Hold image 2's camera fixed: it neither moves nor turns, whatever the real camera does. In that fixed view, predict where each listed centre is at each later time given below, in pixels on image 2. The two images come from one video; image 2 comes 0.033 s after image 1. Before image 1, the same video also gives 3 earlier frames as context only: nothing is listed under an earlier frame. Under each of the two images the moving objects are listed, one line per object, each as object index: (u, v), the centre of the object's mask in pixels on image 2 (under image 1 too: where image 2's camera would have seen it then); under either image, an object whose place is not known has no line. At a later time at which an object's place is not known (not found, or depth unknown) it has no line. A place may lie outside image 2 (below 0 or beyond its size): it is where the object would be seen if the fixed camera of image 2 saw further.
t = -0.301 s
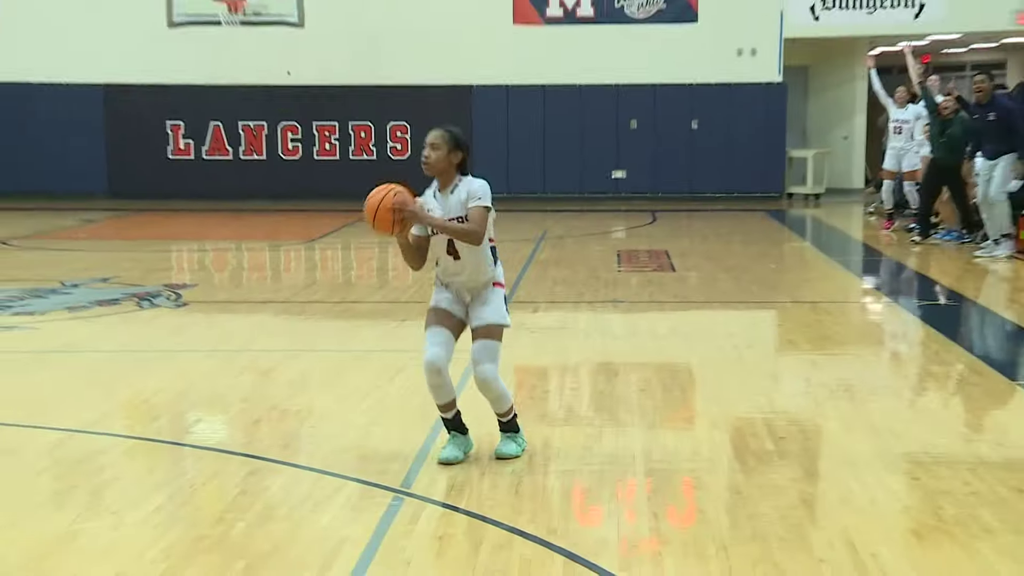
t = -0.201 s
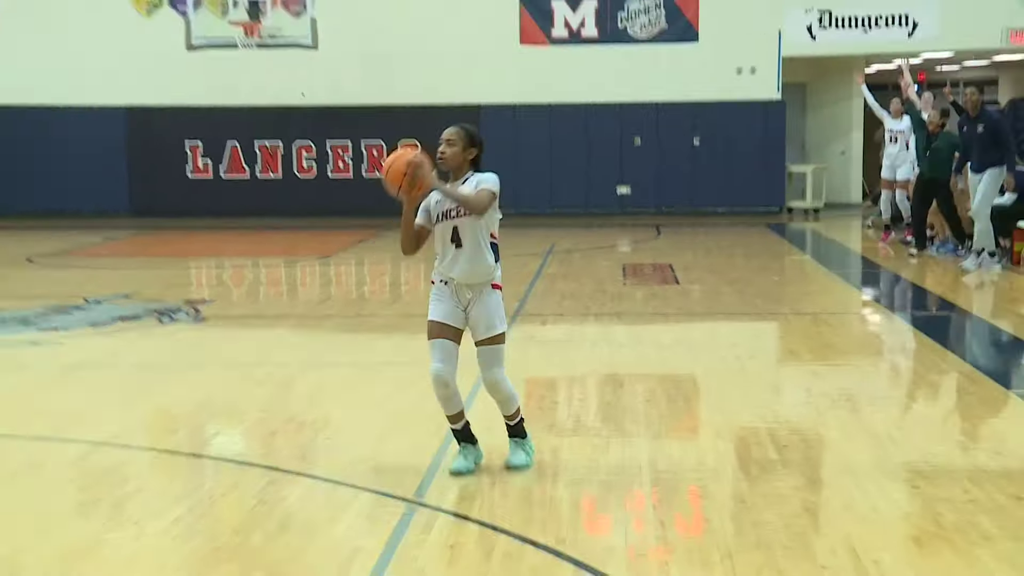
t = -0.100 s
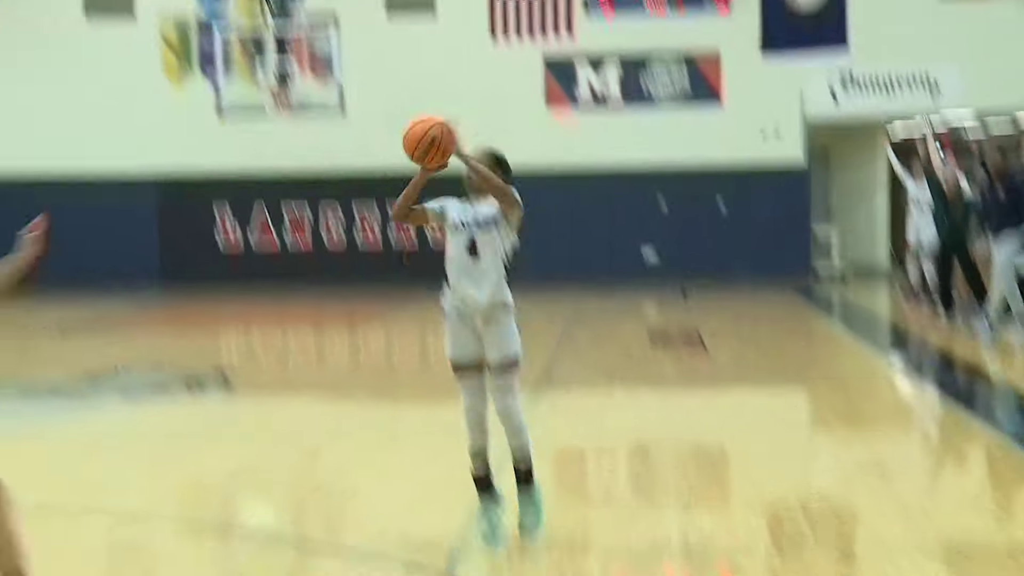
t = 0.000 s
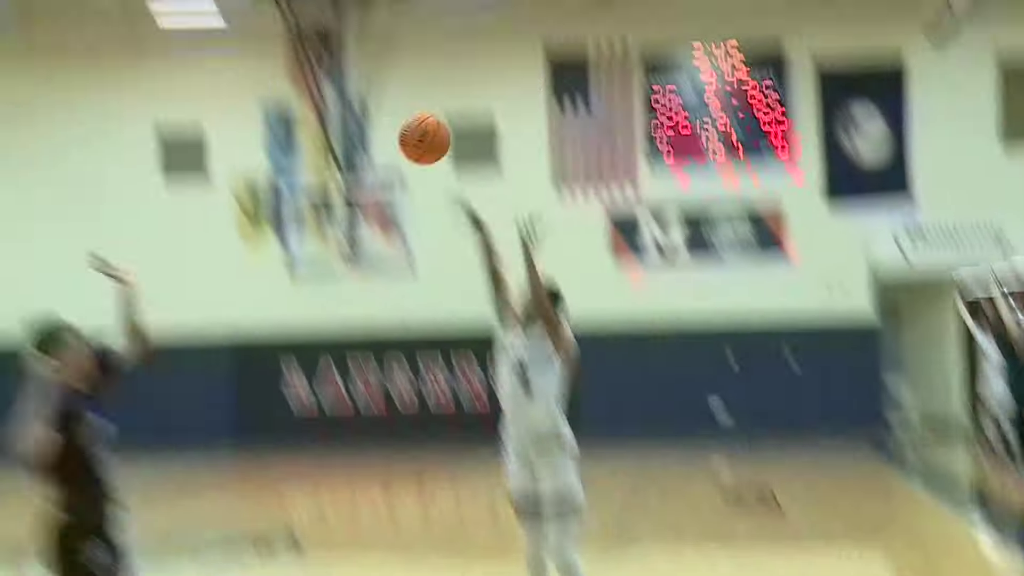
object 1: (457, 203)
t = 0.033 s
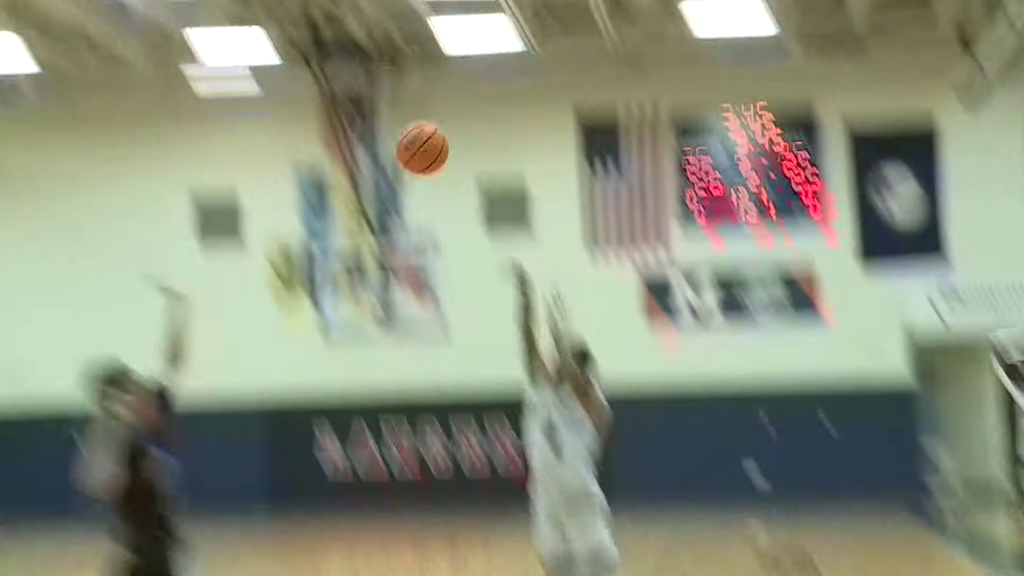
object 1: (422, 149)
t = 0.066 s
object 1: (386, 97)
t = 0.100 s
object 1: (350, 45)
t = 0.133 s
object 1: (311, -6)
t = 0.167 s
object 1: (273, -55)
